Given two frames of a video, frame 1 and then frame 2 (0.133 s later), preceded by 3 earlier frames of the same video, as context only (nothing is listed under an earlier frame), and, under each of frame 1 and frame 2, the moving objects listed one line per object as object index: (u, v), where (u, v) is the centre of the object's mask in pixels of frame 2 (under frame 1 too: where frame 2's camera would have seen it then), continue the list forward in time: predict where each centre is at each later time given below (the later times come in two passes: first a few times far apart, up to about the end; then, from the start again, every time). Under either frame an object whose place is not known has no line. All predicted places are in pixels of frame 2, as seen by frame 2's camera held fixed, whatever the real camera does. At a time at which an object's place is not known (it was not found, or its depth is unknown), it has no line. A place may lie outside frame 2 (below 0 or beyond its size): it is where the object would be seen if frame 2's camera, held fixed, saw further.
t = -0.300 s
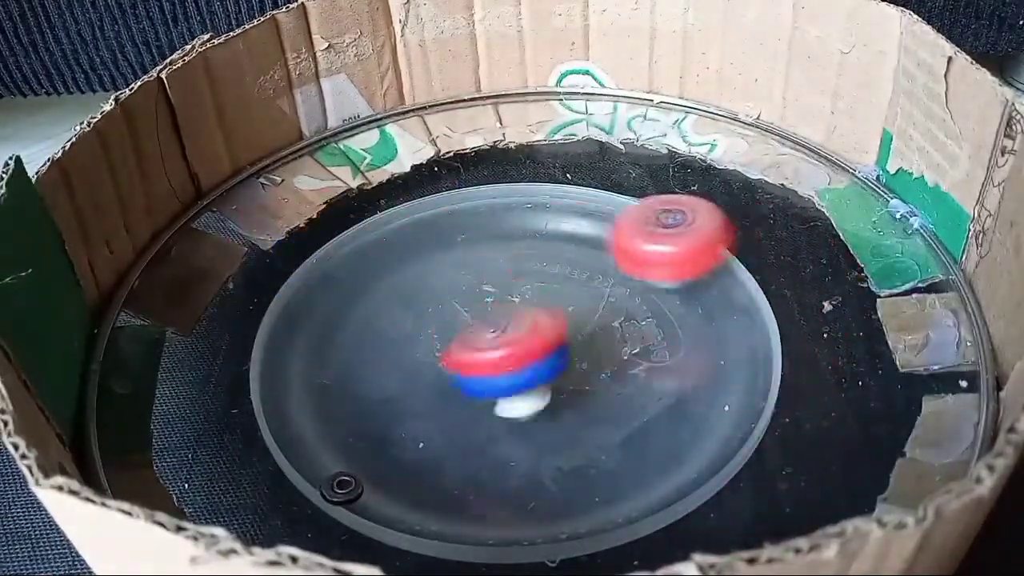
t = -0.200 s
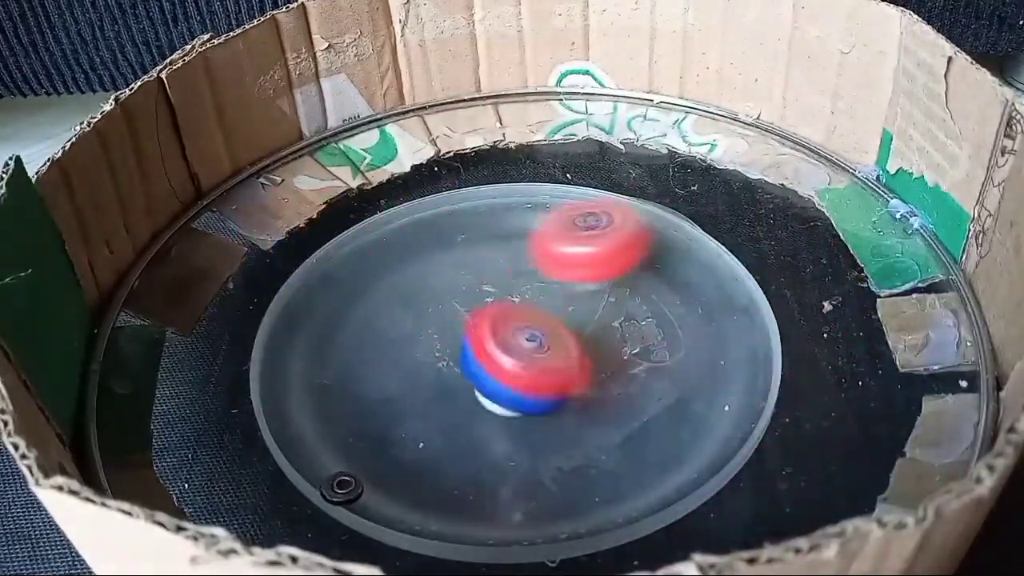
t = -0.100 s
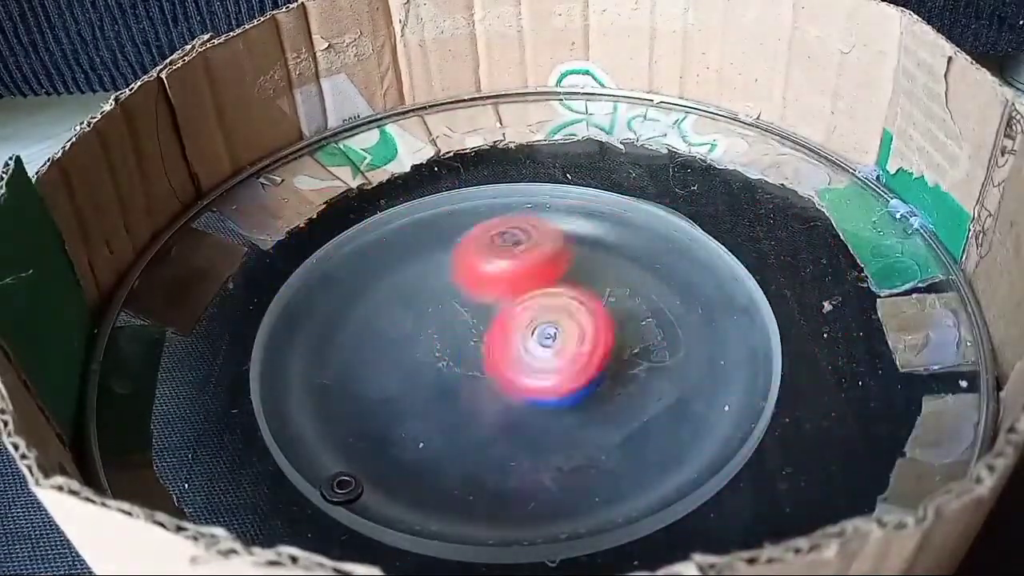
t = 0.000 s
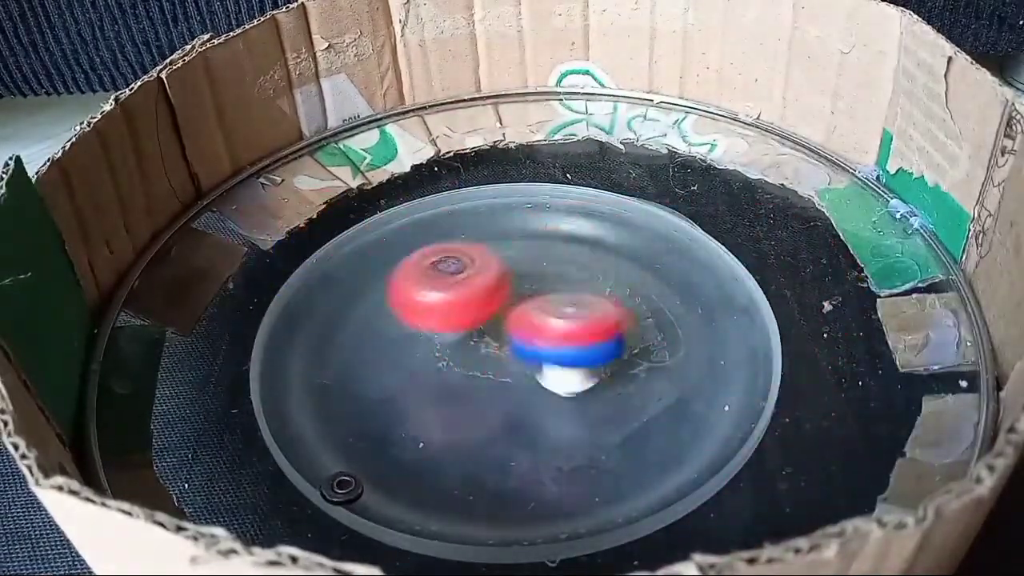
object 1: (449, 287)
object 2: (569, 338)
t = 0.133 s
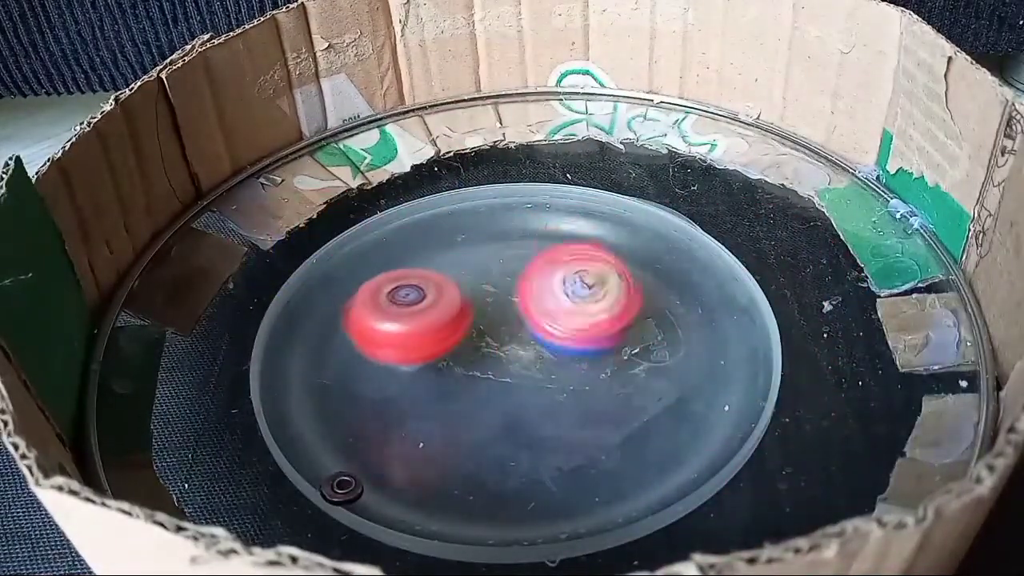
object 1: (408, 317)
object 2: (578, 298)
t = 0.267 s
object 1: (393, 330)
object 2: (578, 280)
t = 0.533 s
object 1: (433, 329)
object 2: (571, 279)
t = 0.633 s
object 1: (453, 318)
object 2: (584, 285)
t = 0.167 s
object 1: (401, 322)
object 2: (577, 292)
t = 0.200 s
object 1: (397, 325)
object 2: (578, 288)
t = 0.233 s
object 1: (395, 327)
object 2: (578, 284)
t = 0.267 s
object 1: (393, 330)
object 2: (578, 280)
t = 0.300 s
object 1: (394, 331)
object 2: (583, 278)
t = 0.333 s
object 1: (395, 333)
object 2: (597, 277)
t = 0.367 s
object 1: (398, 334)
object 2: (594, 276)
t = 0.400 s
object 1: (402, 334)
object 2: (597, 273)
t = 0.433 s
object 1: (407, 333)
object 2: (598, 276)
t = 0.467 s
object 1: (416, 332)
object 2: (588, 285)
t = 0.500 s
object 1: (424, 331)
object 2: (575, 281)
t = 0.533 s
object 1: (433, 329)
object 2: (571, 279)
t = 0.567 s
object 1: (444, 327)
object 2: (571, 278)
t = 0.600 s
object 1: (456, 324)
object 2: (567, 281)
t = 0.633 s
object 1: (453, 318)
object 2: (584, 285)
